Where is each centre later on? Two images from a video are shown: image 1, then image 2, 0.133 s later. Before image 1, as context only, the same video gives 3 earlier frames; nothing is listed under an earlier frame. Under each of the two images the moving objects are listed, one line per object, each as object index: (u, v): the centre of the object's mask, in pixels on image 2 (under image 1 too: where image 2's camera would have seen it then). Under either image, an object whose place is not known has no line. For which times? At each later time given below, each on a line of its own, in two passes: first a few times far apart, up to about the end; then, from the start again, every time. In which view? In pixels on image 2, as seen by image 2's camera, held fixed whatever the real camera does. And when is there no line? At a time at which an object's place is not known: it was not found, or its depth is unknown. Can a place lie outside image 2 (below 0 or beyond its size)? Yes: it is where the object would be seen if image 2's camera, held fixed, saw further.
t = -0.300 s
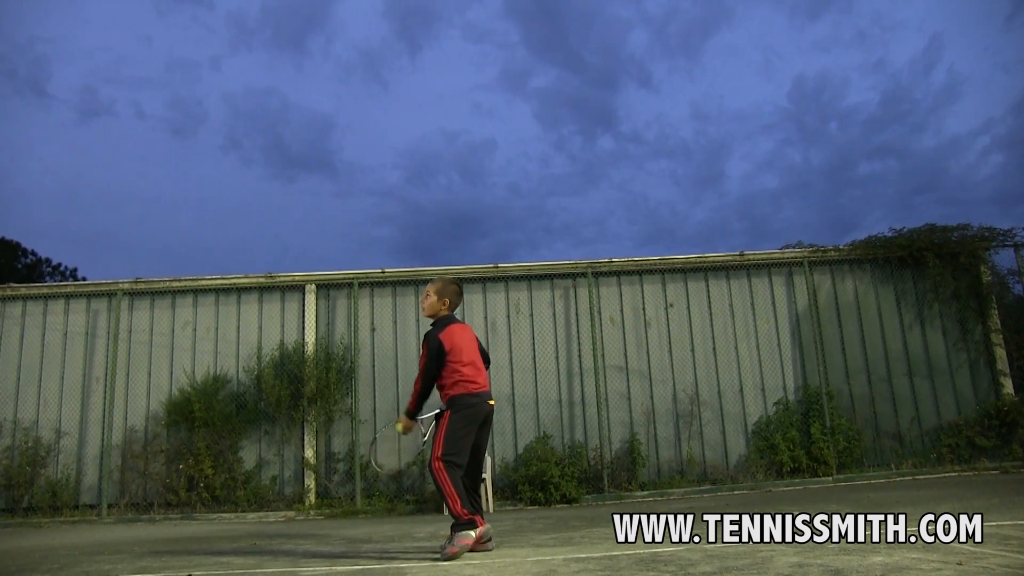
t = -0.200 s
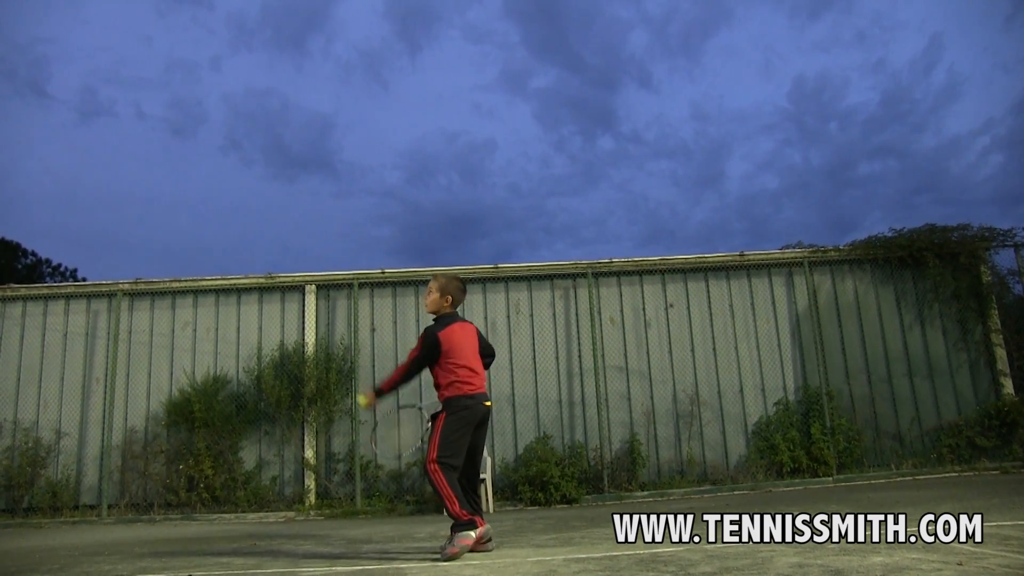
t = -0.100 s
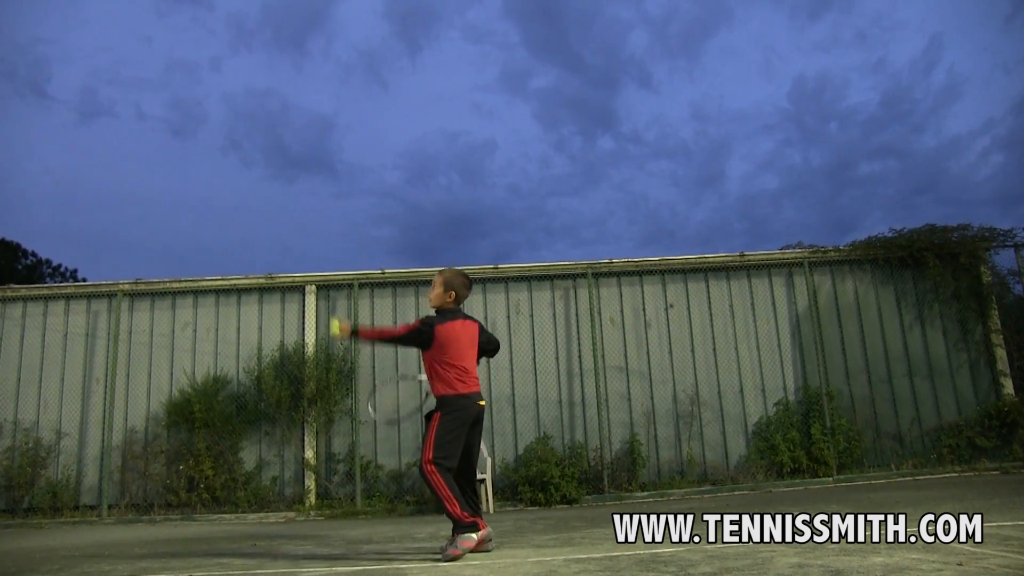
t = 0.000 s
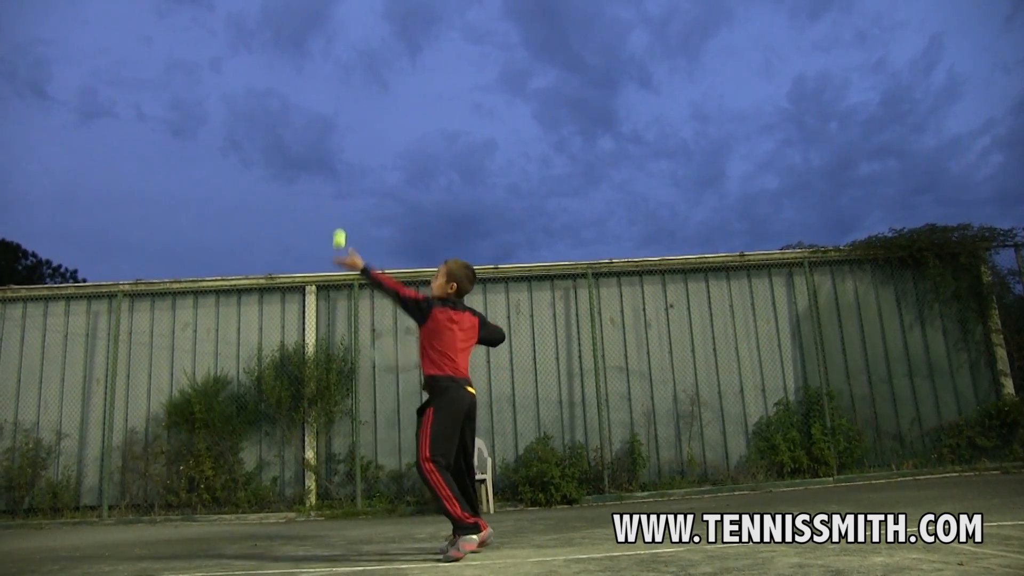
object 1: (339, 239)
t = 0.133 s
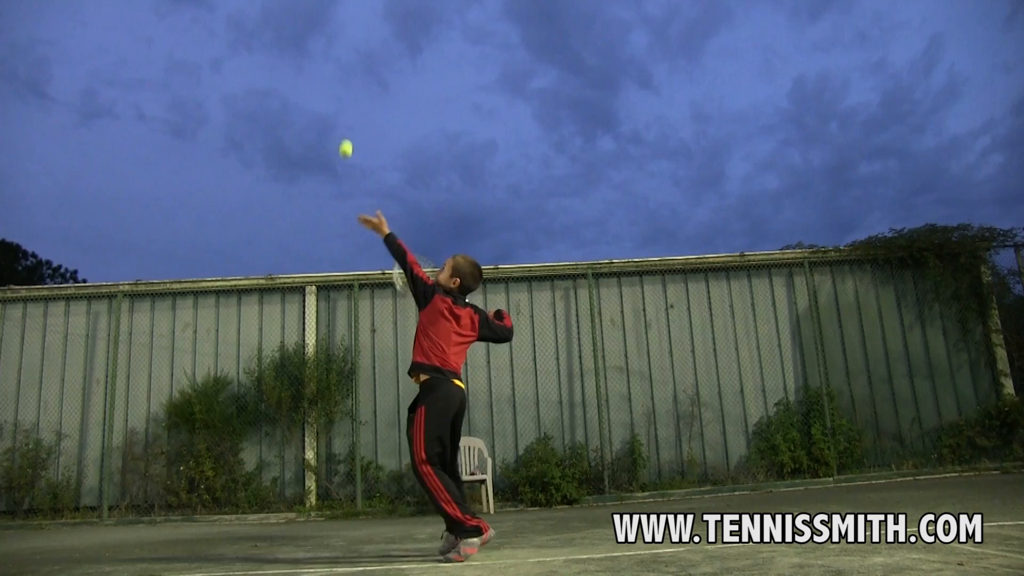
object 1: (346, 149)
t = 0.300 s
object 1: (355, 77)
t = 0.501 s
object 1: (366, 52)
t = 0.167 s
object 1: (347, 131)
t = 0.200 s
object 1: (349, 115)
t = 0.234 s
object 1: (351, 100)
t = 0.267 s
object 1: (353, 88)
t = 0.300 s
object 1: (355, 77)
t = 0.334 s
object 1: (356, 69)
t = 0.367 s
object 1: (358, 61)
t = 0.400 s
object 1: (360, 56)
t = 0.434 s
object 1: (362, 53)
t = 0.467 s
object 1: (364, 51)
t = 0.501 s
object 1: (366, 52)
